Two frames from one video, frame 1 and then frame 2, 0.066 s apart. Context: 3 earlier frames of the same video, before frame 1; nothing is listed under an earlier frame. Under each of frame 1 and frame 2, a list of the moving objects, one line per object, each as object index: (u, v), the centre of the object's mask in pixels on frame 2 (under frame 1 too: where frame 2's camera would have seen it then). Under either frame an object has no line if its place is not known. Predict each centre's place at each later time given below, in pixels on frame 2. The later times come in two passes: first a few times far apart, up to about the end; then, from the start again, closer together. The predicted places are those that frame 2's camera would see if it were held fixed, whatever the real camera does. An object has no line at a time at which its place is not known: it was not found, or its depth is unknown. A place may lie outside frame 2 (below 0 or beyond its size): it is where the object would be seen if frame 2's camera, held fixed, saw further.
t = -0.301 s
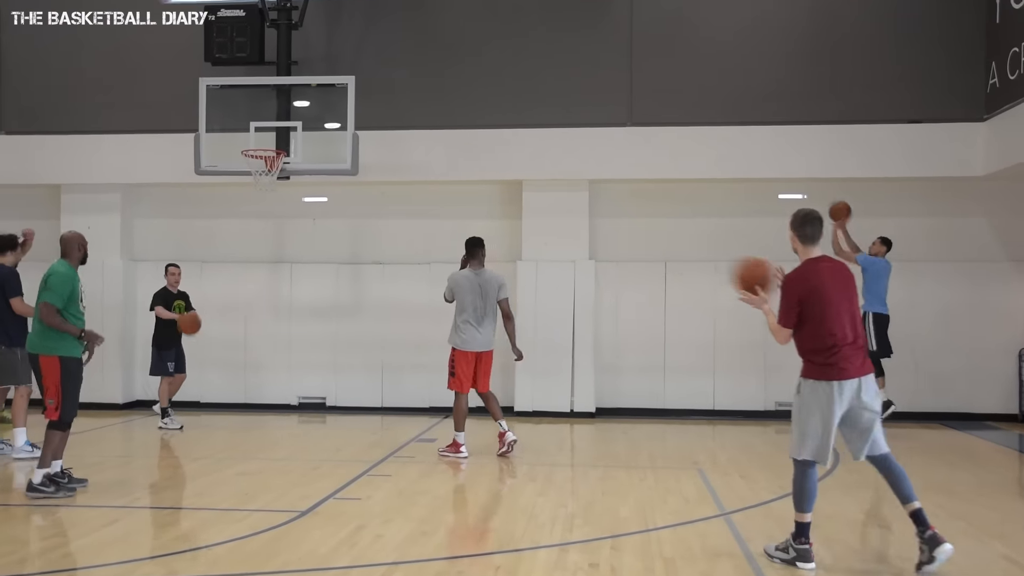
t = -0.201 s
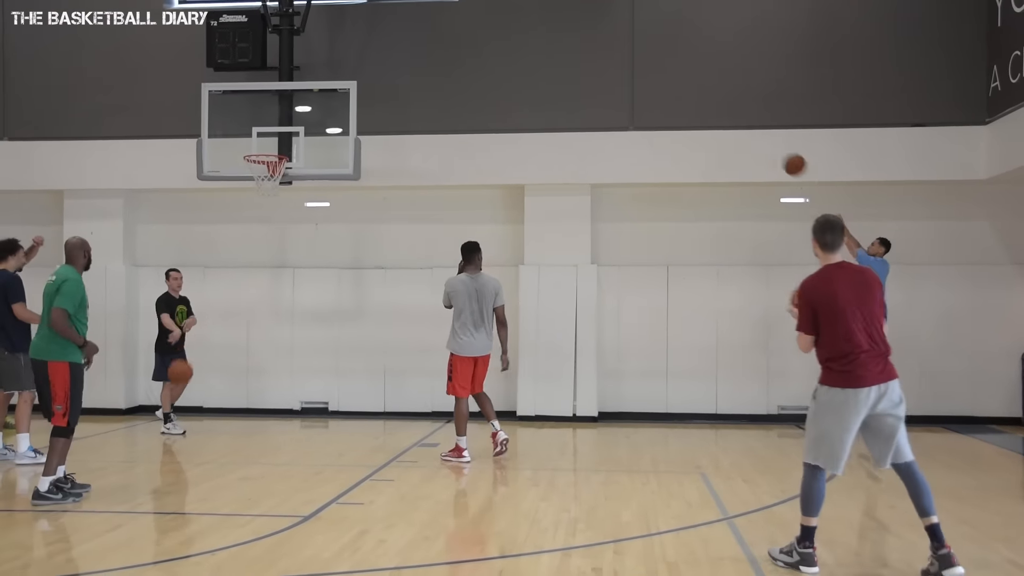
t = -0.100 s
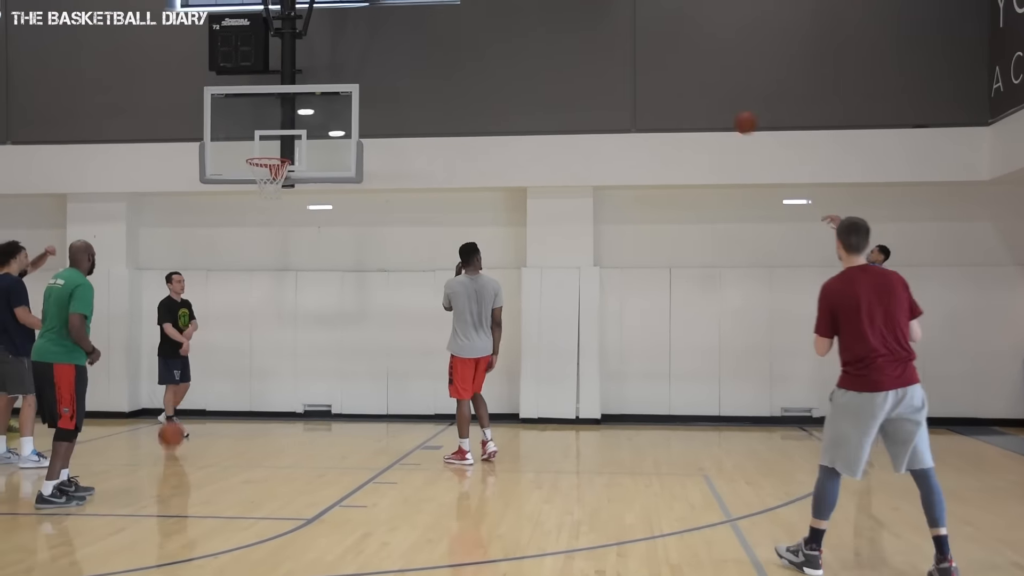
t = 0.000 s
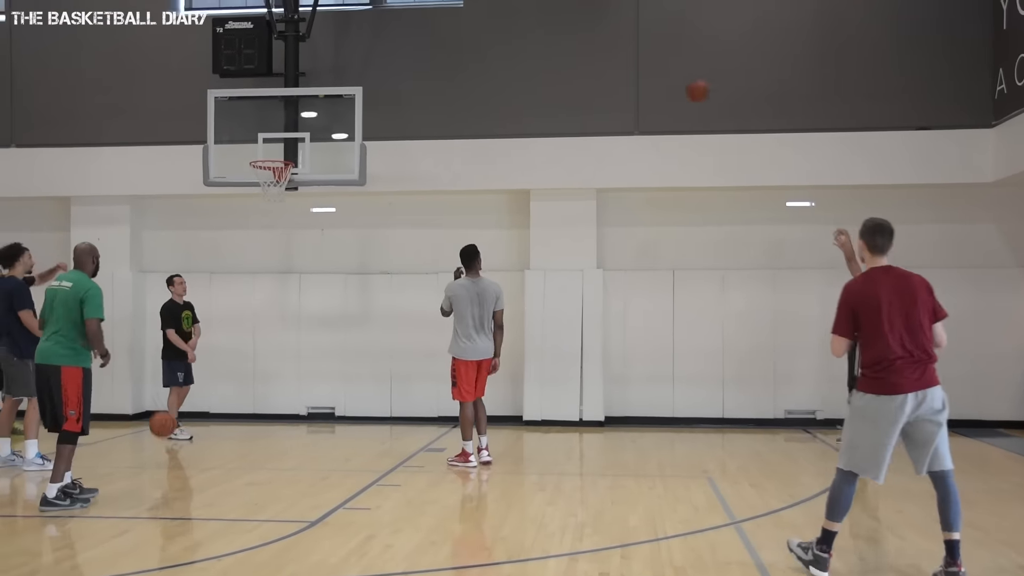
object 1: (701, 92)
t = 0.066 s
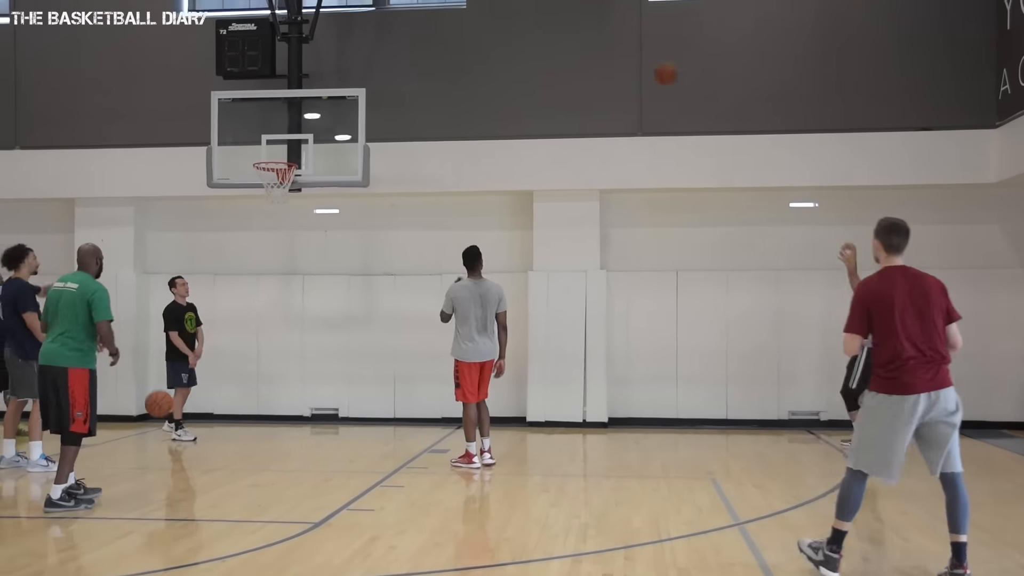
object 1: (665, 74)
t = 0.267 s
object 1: (566, 44)
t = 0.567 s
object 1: (420, 65)
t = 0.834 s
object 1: (291, 149)
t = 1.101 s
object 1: (225, 139)
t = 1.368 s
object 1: (161, 184)
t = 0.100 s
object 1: (649, 67)
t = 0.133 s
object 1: (632, 60)
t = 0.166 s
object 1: (615, 55)
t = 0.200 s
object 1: (599, 51)
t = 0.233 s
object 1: (583, 47)
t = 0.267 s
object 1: (566, 44)
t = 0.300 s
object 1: (550, 42)
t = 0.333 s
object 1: (534, 42)
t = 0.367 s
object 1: (517, 42)
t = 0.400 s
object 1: (502, 43)
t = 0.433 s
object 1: (484, 46)
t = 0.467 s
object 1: (469, 49)
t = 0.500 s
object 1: (453, 54)
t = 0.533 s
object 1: (437, 58)
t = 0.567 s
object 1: (420, 65)
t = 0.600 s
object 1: (404, 72)
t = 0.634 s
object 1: (387, 80)
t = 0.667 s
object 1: (371, 87)
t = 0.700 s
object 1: (356, 98)
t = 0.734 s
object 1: (340, 109)
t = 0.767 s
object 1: (324, 121)
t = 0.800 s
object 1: (307, 134)
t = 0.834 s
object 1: (291, 149)
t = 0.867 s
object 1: (281, 151)
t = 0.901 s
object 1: (273, 146)
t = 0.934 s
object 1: (265, 142)
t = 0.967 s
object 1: (257, 139)
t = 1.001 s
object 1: (248, 138)
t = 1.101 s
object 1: (225, 139)
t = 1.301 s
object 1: (177, 167)
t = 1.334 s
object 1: (169, 175)
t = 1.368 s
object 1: (161, 184)
